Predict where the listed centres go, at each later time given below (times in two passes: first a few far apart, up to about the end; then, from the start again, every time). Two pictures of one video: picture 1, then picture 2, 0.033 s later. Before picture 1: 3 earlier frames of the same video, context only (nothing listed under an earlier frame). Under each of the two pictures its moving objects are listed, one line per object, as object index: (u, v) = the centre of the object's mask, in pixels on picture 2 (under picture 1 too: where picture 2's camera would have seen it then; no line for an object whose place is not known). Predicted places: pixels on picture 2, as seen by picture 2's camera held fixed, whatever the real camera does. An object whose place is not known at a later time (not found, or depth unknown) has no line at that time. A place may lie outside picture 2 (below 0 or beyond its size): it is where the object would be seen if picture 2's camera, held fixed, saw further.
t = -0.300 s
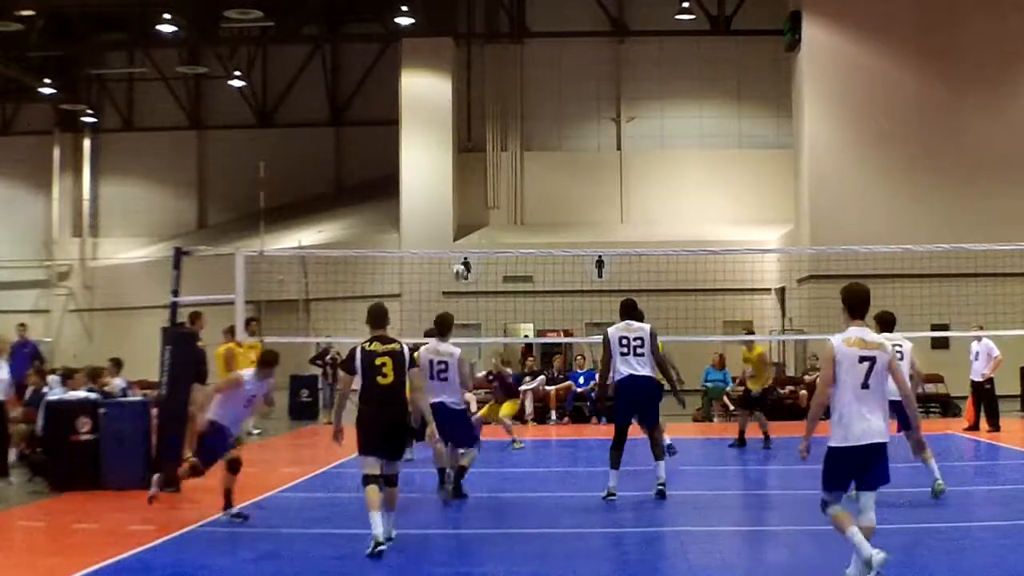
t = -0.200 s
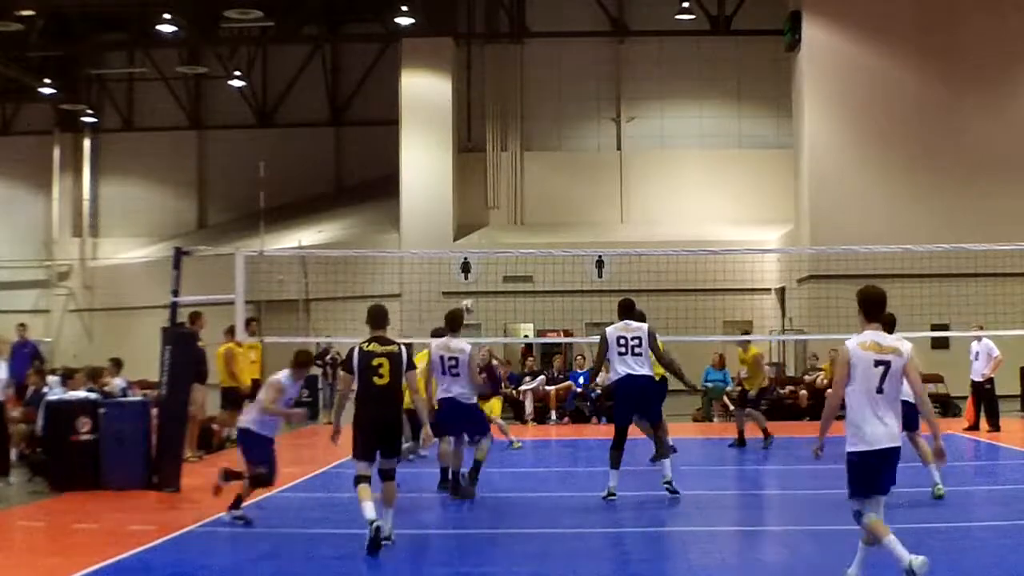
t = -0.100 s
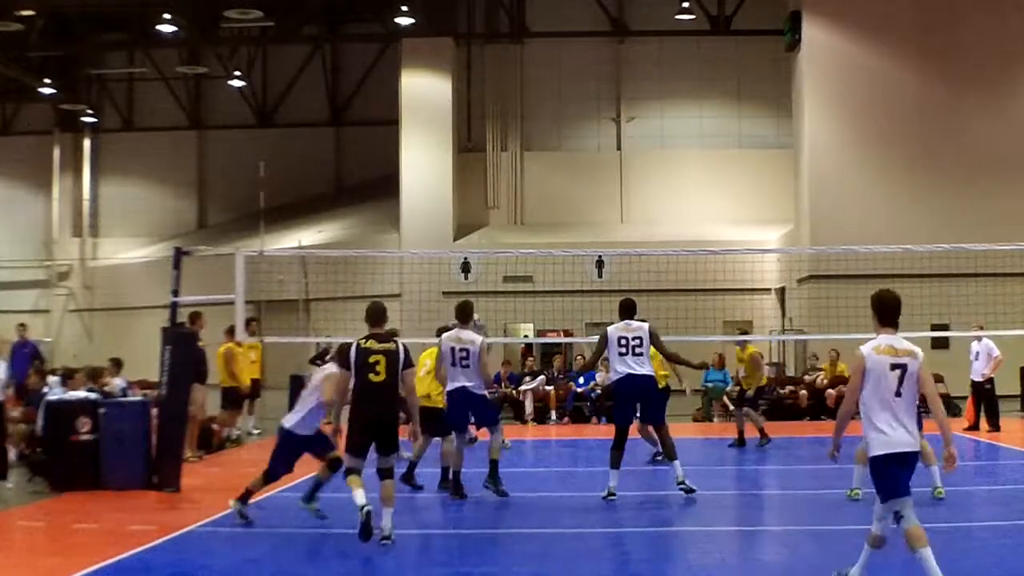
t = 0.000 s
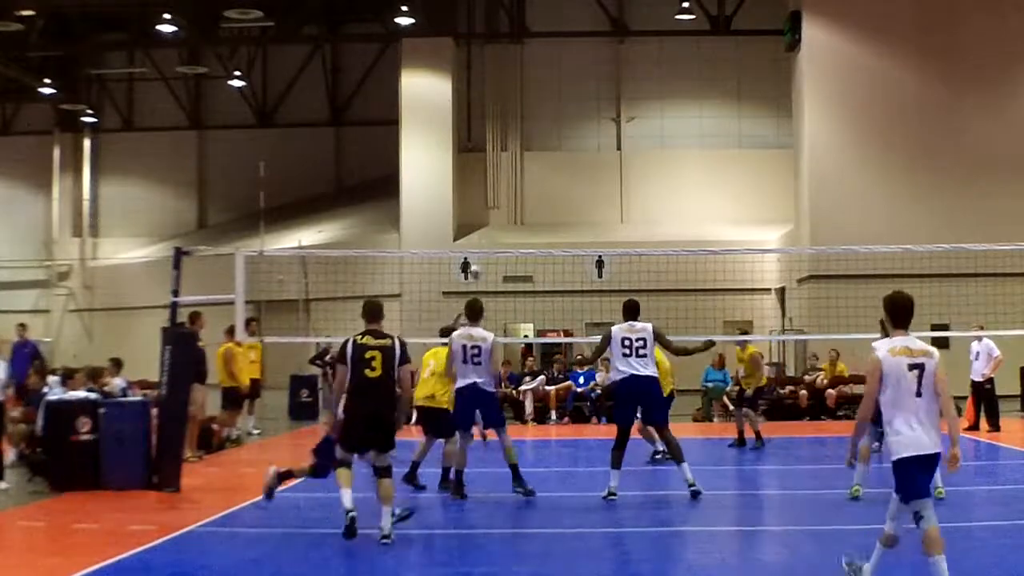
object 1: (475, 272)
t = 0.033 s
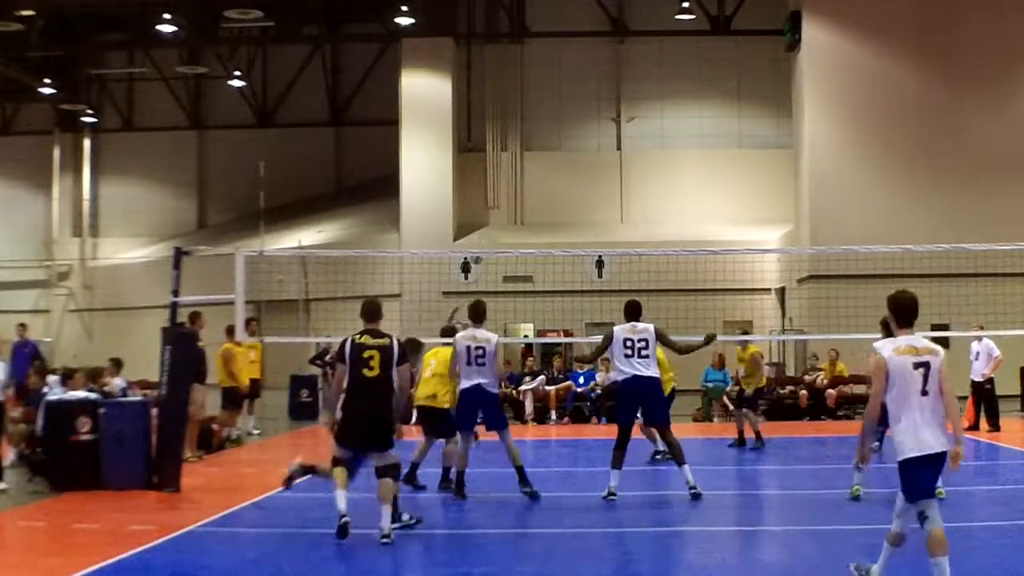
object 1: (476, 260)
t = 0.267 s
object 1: (479, 168)
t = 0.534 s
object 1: (483, 108)
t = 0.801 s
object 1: (488, 102)
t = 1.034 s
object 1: (493, 146)
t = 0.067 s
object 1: (476, 243)
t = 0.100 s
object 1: (476, 227)
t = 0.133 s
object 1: (477, 212)
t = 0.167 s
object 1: (477, 200)
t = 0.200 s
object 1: (478, 189)
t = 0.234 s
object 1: (478, 177)
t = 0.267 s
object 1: (479, 168)
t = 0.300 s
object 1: (479, 157)
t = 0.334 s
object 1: (478, 147)
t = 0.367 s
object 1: (479, 141)
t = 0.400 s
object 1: (480, 132)
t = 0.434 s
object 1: (481, 123)
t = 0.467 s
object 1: (482, 118)
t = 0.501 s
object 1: (482, 113)
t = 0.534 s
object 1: (483, 108)
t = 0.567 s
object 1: (483, 105)
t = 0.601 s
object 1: (484, 102)
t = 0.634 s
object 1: (485, 100)
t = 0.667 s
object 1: (485, 99)
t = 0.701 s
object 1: (486, 98)
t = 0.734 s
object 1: (486, 98)
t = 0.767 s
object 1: (488, 100)
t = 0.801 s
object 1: (488, 102)
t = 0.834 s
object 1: (489, 106)
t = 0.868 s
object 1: (489, 110)
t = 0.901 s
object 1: (490, 114)
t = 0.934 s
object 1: (491, 120)
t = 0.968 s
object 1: (492, 127)
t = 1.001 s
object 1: (492, 136)
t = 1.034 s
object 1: (493, 146)
